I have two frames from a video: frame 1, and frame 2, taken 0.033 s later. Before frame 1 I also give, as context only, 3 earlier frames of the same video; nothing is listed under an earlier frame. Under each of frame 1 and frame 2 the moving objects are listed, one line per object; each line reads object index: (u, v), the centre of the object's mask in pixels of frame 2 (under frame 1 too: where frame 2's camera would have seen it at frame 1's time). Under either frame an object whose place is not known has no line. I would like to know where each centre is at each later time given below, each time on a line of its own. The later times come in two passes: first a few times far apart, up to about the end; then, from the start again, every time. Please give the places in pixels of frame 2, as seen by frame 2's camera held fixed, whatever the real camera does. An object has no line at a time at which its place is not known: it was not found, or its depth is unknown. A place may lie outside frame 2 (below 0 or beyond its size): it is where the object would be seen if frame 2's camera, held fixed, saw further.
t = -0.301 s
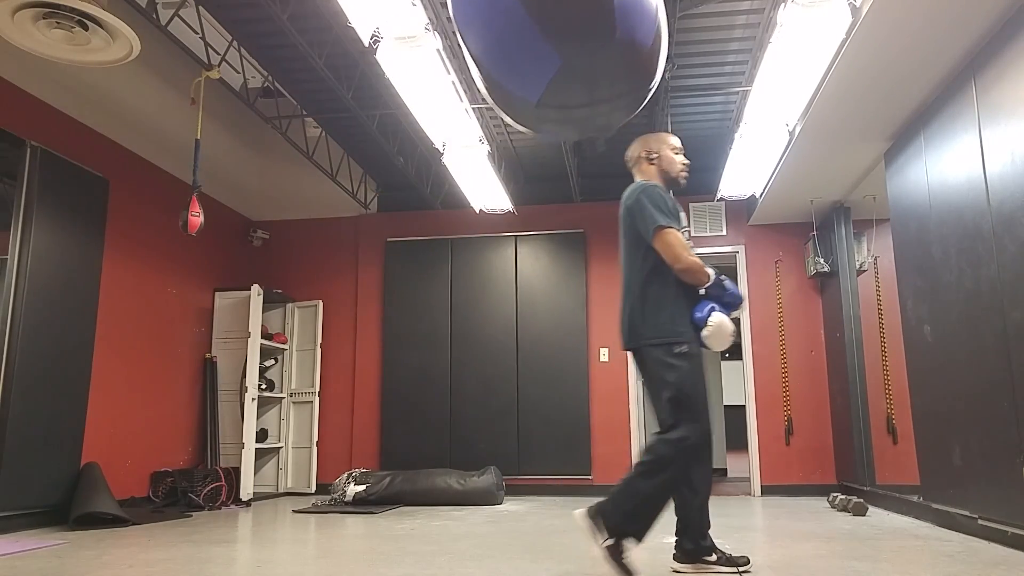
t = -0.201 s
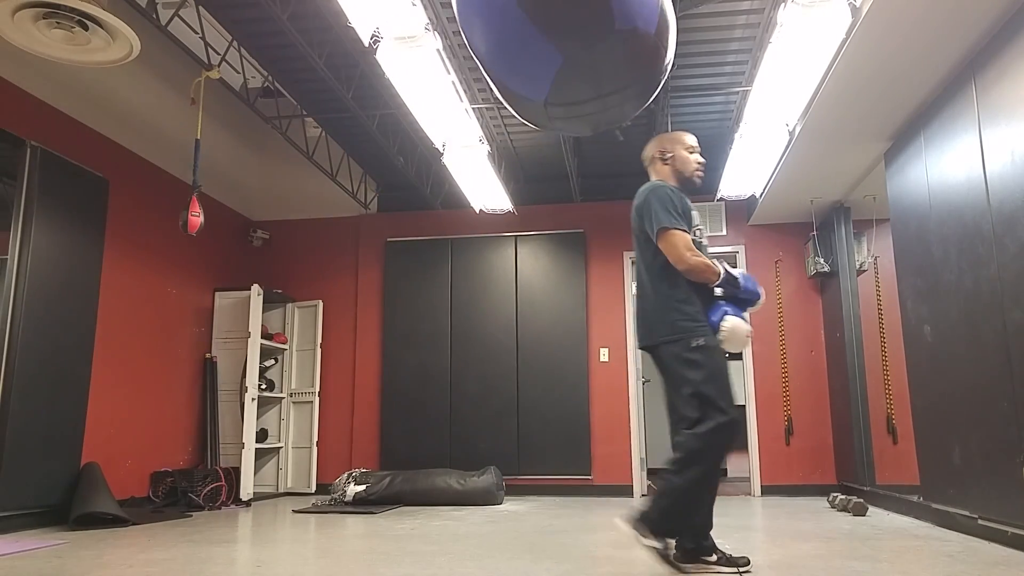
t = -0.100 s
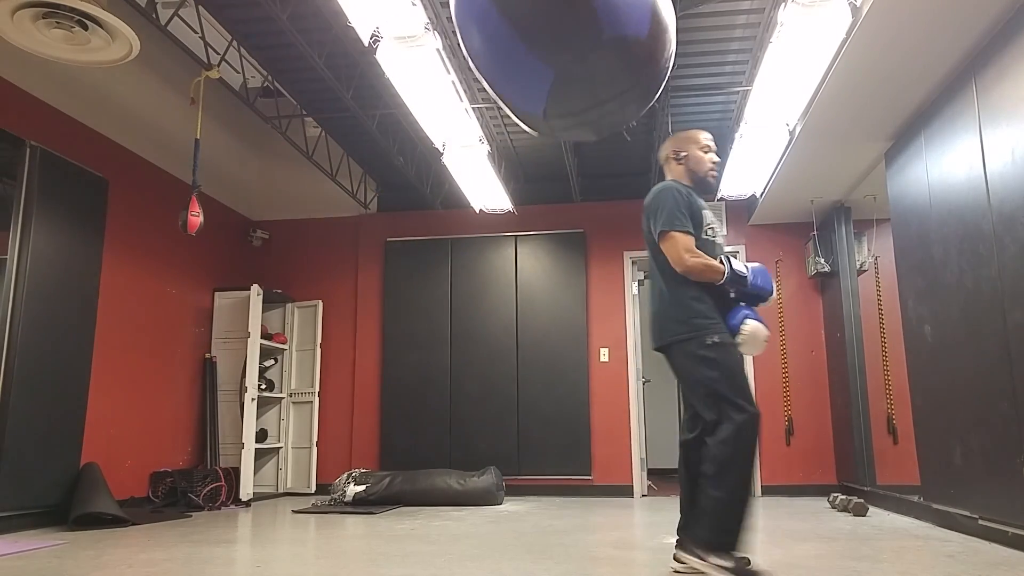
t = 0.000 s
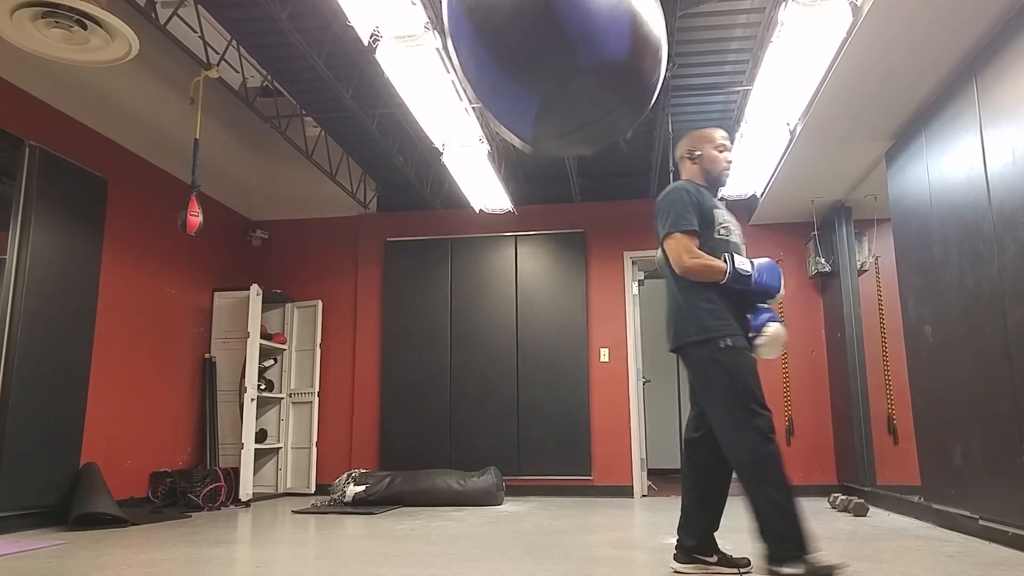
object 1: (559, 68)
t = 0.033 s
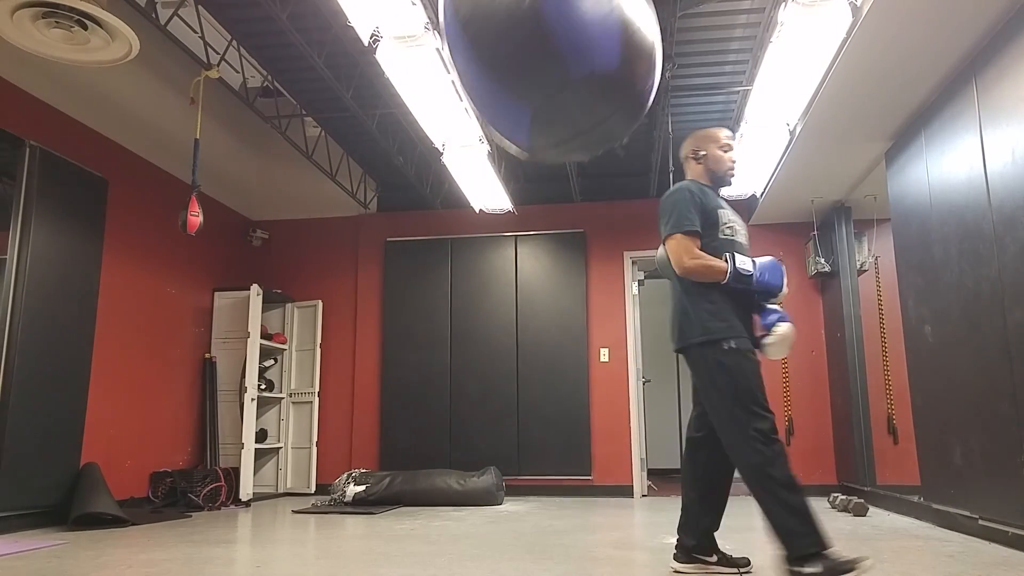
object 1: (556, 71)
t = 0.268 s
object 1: (510, 95)
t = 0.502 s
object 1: (470, 111)
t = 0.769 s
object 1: (443, 110)
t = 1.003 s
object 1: (439, 109)
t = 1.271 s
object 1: (462, 107)
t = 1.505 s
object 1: (507, 85)
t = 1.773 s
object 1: (555, 58)
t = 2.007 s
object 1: (569, 58)
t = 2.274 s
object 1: (539, 83)
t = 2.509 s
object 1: (486, 106)
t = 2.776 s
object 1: (444, 110)
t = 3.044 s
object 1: (430, 109)
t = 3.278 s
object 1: (440, 106)
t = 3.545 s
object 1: (488, 96)
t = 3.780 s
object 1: (543, 72)
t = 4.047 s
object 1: (574, 62)
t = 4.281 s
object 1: (557, 75)
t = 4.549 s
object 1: (503, 99)
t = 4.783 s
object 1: (459, 107)
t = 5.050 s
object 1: (433, 106)
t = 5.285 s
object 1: (435, 106)
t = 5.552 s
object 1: (467, 101)
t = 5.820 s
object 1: (525, 80)
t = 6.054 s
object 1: (562, 63)
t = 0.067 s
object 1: (551, 72)
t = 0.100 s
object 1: (544, 74)
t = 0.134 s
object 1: (538, 77)
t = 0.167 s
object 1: (531, 81)
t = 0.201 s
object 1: (524, 86)
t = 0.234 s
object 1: (518, 90)
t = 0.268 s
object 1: (510, 95)
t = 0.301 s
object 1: (503, 98)
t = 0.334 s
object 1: (496, 101)
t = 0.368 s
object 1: (490, 104)
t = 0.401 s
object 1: (484, 106)
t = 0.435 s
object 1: (479, 108)
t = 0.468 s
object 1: (473, 109)
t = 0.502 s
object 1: (470, 111)
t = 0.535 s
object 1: (464, 111)
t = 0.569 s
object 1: (461, 112)
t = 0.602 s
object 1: (457, 112)
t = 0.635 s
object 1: (453, 111)
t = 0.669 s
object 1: (450, 111)
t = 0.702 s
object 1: (447, 111)
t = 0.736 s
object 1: (445, 110)
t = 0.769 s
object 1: (443, 110)
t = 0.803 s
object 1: (441, 110)
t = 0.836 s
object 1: (439, 109)
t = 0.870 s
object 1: (439, 109)
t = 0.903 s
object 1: (438, 109)
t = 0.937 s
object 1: (438, 109)
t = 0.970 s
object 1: (438, 109)
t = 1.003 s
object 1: (439, 109)
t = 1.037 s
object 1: (441, 110)
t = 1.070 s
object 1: (442, 109)
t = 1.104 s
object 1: (445, 110)
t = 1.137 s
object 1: (446, 109)
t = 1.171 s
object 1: (450, 109)
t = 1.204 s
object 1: (453, 108)
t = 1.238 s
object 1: (457, 108)
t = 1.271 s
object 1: (462, 107)
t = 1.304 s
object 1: (466, 104)
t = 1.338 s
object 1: (471, 102)
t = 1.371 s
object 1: (478, 100)
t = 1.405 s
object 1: (483, 96)
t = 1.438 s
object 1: (492, 93)
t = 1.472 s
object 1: (499, 89)
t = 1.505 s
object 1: (507, 85)
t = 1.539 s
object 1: (513, 80)
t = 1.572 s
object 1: (522, 77)
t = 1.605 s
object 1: (529, 73)
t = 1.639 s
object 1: (533, 68)
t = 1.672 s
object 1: (540, 66)
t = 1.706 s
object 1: (548, 64)
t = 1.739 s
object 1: (553, 62)
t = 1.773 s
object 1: (555, 58)
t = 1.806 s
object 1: (561, 58)
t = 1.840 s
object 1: (565, 57)
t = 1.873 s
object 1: (568, 56)
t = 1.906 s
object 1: (568, 55)
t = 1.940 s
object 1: (571, 56)
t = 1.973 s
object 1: (571, 57)
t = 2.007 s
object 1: (569, 58)
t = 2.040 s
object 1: (568, 60)
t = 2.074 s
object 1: (567, 63)
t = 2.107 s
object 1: (564, 66)
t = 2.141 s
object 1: (559, 68)
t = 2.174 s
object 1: (555, 71)
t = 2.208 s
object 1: (551, 75)
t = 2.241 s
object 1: (546, 79)
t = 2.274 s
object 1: (539, 83)
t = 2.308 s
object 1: (531, 86)
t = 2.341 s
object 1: (525, 91)
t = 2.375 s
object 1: (516, 94)
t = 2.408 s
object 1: (508, 97)
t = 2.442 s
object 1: (501, 101)
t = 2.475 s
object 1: (495, 104)
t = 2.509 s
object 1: (486, 106)
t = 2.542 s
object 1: (480, 107)
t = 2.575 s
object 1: (473, 108)
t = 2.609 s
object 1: (468, 109)
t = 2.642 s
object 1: (461, 109)
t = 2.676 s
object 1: (456, 110)
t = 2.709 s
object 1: (452, 110)
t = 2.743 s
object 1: (448, 110)
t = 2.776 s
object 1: (444, 110)
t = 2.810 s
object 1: (440, 109)
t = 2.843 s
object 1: (437, 109)
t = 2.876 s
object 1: (435, 109)
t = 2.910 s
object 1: (433, 109)
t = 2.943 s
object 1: (431, 108)
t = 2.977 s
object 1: (431, 109)
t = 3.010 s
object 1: (430, 108)
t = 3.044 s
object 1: (430, 109)
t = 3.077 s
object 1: (429, 108)
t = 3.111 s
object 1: (431, 108)
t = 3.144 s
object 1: (431, 108)
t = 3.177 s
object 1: (433, 108)
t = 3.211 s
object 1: (434, 108)
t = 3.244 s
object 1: (438, 108)
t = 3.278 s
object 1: (440, 106)
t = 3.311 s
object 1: (445, 106)
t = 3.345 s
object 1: (451, 106)
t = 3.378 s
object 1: (456, 106)
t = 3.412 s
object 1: (460, 104)
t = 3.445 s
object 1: (467, 103)
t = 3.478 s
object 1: (472, 100)
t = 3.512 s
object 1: (479, 98)
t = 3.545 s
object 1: (488, 96)
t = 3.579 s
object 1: (496, 92)
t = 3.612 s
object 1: (503, 88)
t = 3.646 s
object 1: (513, 85)
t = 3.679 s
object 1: (521, 82)
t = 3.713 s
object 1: (527, 77)
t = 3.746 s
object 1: (536, 75)
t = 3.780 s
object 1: (543, 72)
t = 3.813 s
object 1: (550, 69)
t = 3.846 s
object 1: (555, 67)
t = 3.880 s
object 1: (558, 65)
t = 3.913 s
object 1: (562, 63)
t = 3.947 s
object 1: (567, 63)
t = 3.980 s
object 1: (570, 62)
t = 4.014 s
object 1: (571, 60)
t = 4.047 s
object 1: (574, 62)
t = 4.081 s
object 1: (573, 61)
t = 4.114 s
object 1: (573, 64)
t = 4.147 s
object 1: (570, 64)
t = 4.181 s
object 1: (569, 68)
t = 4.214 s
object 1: (565, 70)
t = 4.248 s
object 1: (562, 72)
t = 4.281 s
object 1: (557, 75)
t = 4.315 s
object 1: (550, 77)
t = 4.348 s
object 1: (544, 79)
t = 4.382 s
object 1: (539, 84)
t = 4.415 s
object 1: (531, 86)
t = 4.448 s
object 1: (525, 90)
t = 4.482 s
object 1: (516, 92)
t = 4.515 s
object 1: (510, 97)
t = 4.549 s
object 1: (503, 99)
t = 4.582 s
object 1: (494, 100)
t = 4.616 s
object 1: (489, 103)
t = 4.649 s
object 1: (481, 104)
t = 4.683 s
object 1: (474, 105)
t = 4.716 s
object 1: (470, 107)
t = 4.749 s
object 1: (463, 106)
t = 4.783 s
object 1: (459, 107)
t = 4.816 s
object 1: (453, 107)
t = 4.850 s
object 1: (449, 107)
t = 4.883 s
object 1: (446, 108)
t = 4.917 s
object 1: (442, 107)
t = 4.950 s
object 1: (439, 106)
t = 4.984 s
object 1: (436, 106)
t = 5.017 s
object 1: (434, 106)
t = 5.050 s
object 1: (433, 106)
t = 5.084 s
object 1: (432, 106)
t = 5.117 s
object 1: (432, 106)
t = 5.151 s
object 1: (431, 105)
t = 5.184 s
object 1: (432, 106)
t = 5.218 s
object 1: (433, 106)
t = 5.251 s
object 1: (434, 106)
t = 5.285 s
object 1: (435, 106)
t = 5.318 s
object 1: (437, 106)
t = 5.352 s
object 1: (439, 106)
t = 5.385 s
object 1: (442, 106)
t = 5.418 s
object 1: (447, 105)
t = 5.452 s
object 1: (452, 105)
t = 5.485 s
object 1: (456, 104)
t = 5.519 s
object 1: (461, 102)
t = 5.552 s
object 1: (467, 101)
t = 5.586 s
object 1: (473, 100)
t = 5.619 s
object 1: (481, 99)
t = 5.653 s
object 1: (487, 95)
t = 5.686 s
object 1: (494, 93)
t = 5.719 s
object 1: (504, 90)
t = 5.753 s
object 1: (512, 87)
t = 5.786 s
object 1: (520, 84)
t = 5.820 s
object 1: (525, 80)
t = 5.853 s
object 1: (534, 77)
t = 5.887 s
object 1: (538, 73)
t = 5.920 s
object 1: (545, 71)
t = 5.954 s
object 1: (550, 68)
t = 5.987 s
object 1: (556, 67)
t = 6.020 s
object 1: (559, 64)
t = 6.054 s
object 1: (562, 63)
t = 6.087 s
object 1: (566, 63)
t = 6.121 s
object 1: (568, 62)
